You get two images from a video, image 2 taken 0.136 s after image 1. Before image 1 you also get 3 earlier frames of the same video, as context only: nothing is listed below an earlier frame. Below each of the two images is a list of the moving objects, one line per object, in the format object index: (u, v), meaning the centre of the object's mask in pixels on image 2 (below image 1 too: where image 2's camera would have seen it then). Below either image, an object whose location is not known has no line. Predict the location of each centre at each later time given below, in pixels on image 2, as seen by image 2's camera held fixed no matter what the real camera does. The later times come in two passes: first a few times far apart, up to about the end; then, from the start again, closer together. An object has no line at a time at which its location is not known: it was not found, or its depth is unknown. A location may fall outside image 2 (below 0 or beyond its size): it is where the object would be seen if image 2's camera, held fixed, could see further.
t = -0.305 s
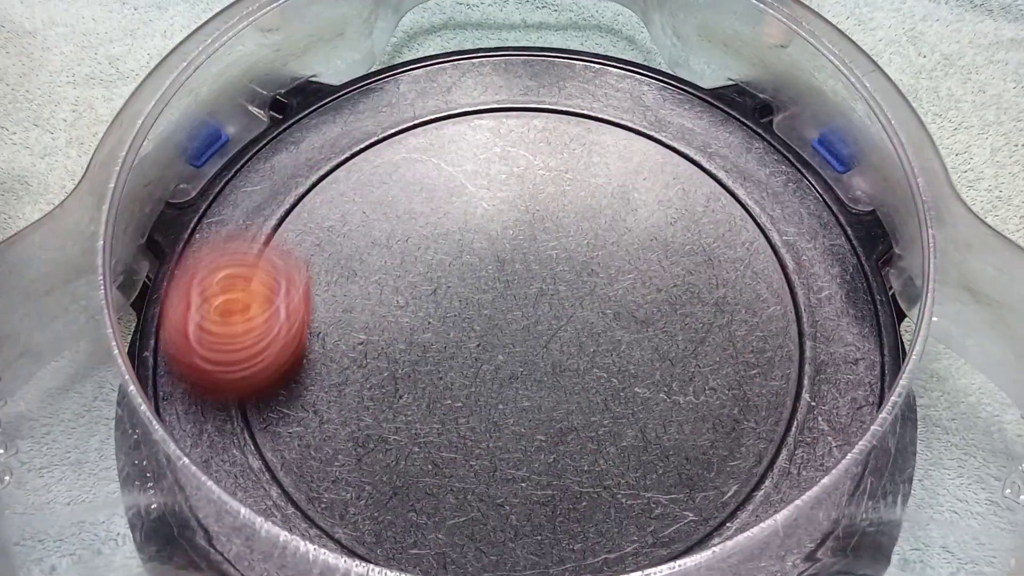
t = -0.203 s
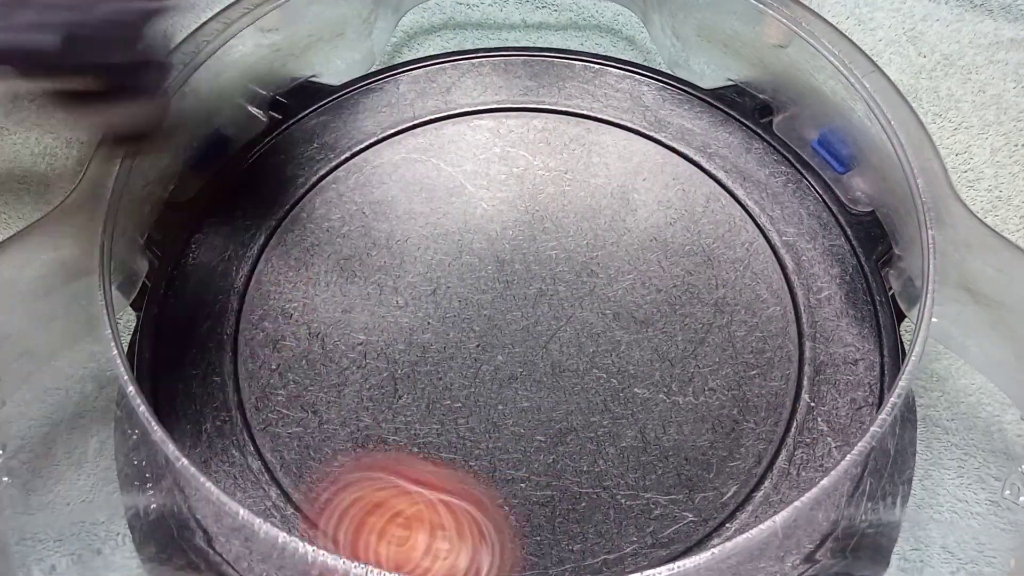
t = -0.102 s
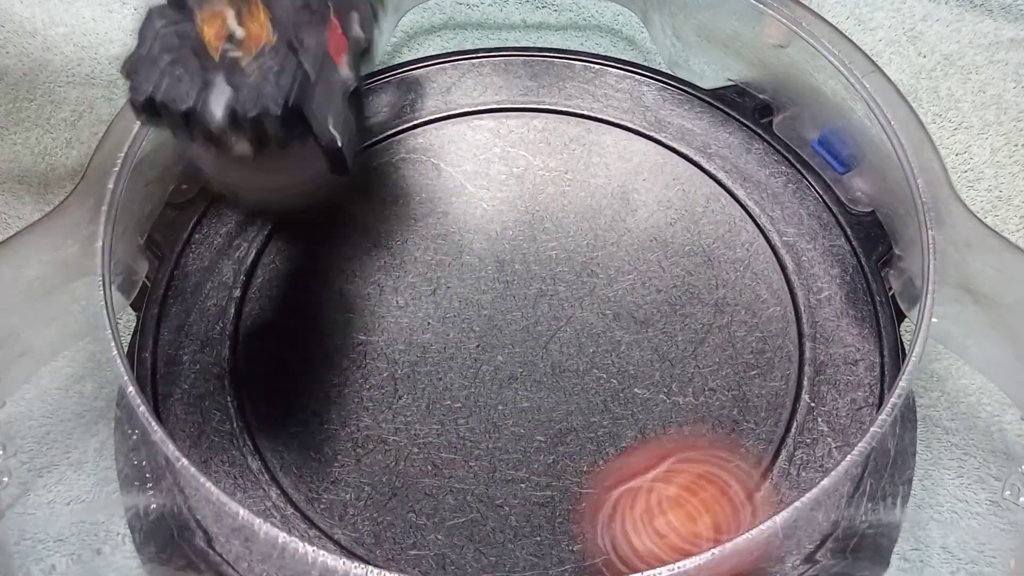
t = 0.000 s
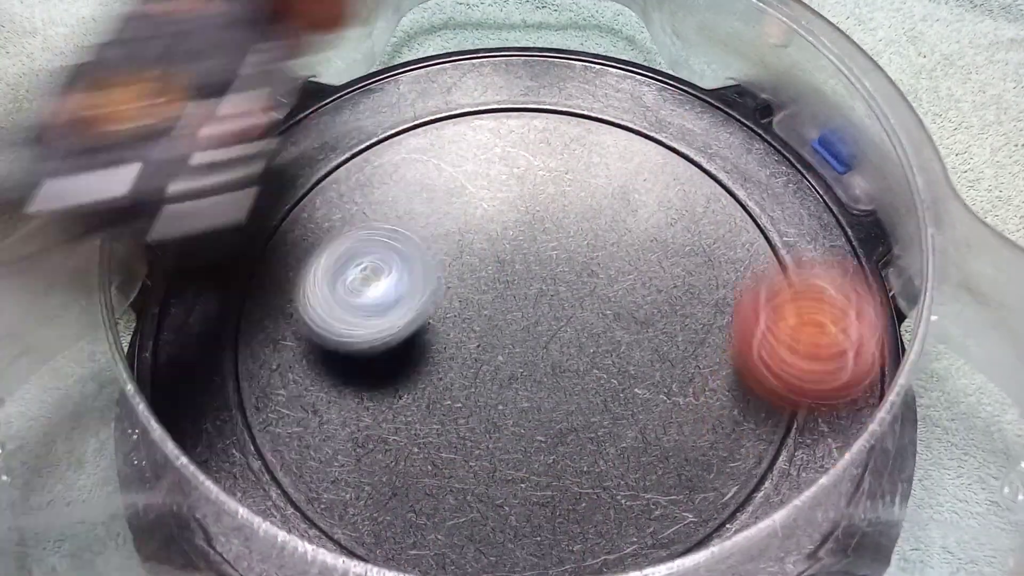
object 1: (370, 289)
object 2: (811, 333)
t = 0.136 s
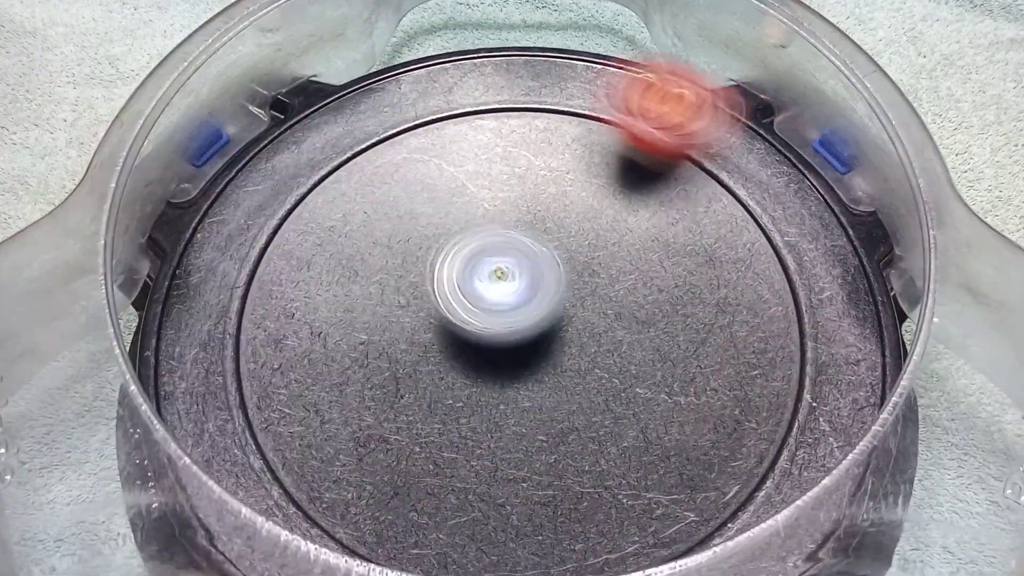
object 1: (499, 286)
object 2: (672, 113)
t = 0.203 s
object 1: (537, 275)
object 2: (509, 81)
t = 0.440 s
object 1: (576, 364)
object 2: (359, 498)
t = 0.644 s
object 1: (404, 350)
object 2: (818, 318)
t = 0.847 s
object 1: (448, 186)
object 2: (491, 78)
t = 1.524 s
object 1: (357, 220)
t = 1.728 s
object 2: (683, 114)
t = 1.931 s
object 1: (399, 521)
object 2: (537, 148)
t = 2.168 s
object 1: (271, 269)
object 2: (446, 387)
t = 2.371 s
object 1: (501, 154)
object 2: (596, 512)
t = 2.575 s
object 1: (732, 284)
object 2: (723, 428)
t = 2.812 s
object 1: (738, 223)
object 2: (582, 546)
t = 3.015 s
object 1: (682, 310)
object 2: (455, 513)
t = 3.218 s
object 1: (522, 288)
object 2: (408, 405)
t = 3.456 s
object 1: (518, 141)
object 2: (366, 297)
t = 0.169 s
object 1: (519, 276)
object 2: (589, 88)
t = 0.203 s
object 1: (537, 275)
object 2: (509, 81)
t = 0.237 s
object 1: (555, 283)
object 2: (427, 95)
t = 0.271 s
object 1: (571, 287)
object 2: (344, 131)
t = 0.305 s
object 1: (584, 300)
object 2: (284, 184)
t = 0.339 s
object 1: (591, 313)
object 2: (244, 262)
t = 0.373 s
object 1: (593, 328)
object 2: (238, 352)
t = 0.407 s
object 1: (589, 345)
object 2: (278, 435)
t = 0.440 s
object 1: (576, 364)
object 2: (359, 498)
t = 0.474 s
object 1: (556, 382)
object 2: (457, 527)
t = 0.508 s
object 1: (529, 394)
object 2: (566, 529)
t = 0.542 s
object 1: (499, 397)
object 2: (668, 505)
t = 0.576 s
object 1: (464, 390)
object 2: (748, 456)
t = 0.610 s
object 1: (431, 374)
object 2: (801, 394)
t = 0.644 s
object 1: (404, 350)
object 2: (818, 318)
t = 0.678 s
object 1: (388, 320)
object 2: (801, 244)
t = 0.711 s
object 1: (380, 285)
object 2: (764, 180)
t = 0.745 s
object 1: (385, 250)
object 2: (711, 134)
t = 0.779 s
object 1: (401, 216)
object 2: (641, 102)
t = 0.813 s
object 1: (424, 191)
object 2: (560, 84)
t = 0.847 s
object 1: (448, 186)
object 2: (491, 78)
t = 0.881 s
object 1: (455, 211)
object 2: (442, 59)
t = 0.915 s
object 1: (471, 245)
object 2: (395, 60)
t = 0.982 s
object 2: (365, 126)
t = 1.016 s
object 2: (360, 163)
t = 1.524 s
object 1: (357, 220)
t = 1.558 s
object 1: (404, 212)
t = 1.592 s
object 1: (451, 210)
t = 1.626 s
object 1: (504, 217)
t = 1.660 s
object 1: (555, 228)
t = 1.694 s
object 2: (683, 149)
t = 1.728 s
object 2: (683, 114)
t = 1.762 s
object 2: (678, 85)
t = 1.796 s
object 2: (658, 75)
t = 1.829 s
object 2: (629, 82)
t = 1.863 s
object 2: (599, 99)
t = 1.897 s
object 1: (427, 536)
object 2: (569, 120)
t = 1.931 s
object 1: (399, 521)
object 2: (537, 148)
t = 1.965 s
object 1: (367, 503)
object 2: (507, 180)
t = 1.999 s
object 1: (333, 476)
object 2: (481, 213)
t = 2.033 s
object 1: (303, 443)
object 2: (460, 248)
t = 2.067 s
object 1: (281, 402)
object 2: (445, 282)
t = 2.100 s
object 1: (267, 359)
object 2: (438, 319)
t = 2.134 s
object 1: (262, 315)
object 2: (439, 353)
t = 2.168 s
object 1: (271, 269)
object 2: (446, 387)
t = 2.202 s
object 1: (294, 231)
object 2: (459, 420)
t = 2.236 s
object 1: (325, 200)
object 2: (477, 449)
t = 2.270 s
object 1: (364, 178)
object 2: (502, 474)
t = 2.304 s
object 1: (405, 162)
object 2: (531, 495)
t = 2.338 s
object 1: (451, 154)
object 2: (562, 507)
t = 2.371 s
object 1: (501, 154)
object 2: (596, 512)
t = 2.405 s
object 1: (551, 160)
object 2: (628, 513)
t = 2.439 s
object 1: (594, 172)
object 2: (659, 508)
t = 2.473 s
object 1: (639, 190)
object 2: (682, 494)
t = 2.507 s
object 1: (678, 218)
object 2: (702, 475)
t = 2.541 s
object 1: (711, 249)
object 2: (717, 455)
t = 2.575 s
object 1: (732, 284)
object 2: (723, 428)
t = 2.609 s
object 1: (747, 287)
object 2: (712, 454)
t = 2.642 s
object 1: (757, 261)
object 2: (692, 488)
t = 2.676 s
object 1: (761, 242)
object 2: (669, 509)
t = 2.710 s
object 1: (759, 229)
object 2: (648, 527)
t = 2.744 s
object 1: (753, 221)
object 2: (627, 543)
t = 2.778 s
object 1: (746, 219)
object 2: (606, 549)
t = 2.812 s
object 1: (738, 223)
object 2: (582, 546)
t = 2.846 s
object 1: (729, 232)
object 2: (560, 544)
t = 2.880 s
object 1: (721, 244)
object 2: (537, 539)
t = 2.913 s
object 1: (715, 260)
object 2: (512, 534)
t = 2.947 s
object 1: (711, 278)
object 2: (489, 530)
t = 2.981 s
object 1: (700, 295)
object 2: (470, 523)
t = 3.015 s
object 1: (682, 310)
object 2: (455, 513)
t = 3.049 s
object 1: (659, 321)
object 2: (441, 501)
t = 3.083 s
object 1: (631, 324)
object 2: (433, 484)
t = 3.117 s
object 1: (599, 323)
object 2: (426, 464)
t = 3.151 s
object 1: (571, 317)
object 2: (420, 443)
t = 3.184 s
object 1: (545, 304)
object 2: (414, 423)
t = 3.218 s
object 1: (522, 288)
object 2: (408, 405)
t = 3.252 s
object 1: (505, 267)
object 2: (401, 386)
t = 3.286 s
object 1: (492, 245)
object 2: (396, 368)
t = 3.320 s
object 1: (485, 224)
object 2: (390, 352)
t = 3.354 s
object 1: (485, 199)
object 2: (383, 336)
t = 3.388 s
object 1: (491, 178)
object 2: (377, 320)
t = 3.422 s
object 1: (502, 158)
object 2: (371, 308)
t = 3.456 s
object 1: (518, 141)
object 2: (366, 297)
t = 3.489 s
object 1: (538, 130)
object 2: (361, 288)
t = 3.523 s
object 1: (561, 125)
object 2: (356, 279)
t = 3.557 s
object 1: (585, 126)
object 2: (350, 270)
